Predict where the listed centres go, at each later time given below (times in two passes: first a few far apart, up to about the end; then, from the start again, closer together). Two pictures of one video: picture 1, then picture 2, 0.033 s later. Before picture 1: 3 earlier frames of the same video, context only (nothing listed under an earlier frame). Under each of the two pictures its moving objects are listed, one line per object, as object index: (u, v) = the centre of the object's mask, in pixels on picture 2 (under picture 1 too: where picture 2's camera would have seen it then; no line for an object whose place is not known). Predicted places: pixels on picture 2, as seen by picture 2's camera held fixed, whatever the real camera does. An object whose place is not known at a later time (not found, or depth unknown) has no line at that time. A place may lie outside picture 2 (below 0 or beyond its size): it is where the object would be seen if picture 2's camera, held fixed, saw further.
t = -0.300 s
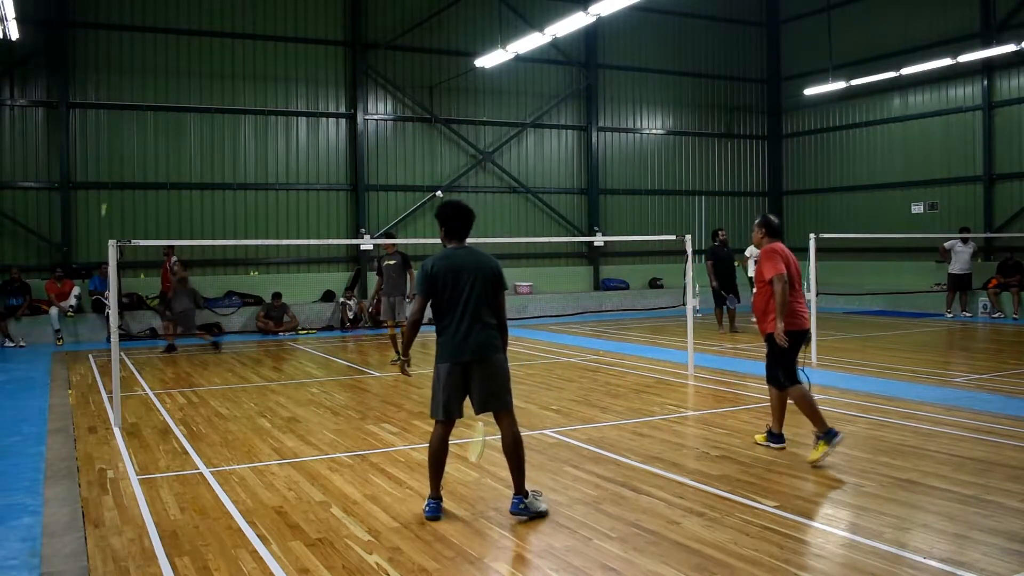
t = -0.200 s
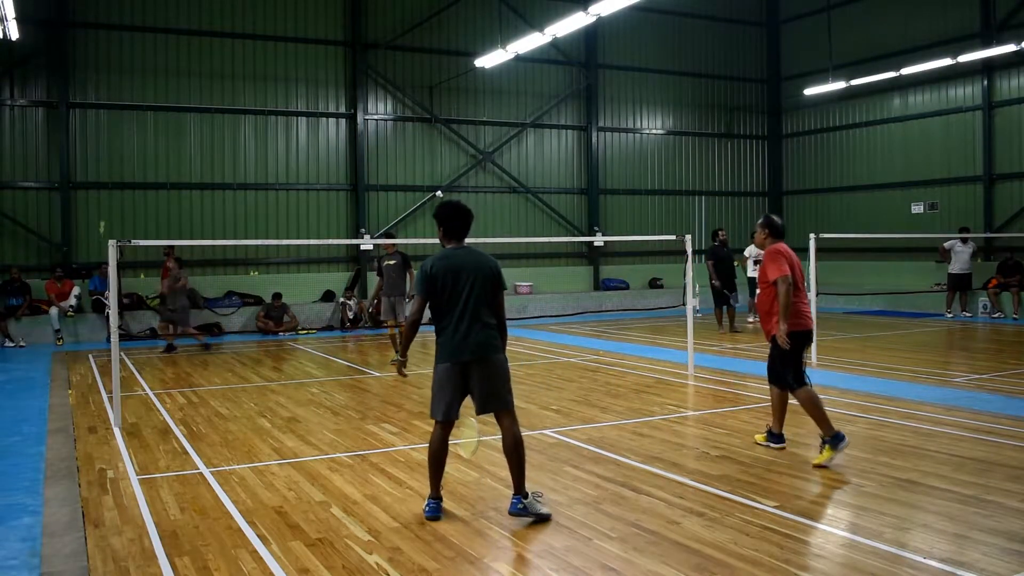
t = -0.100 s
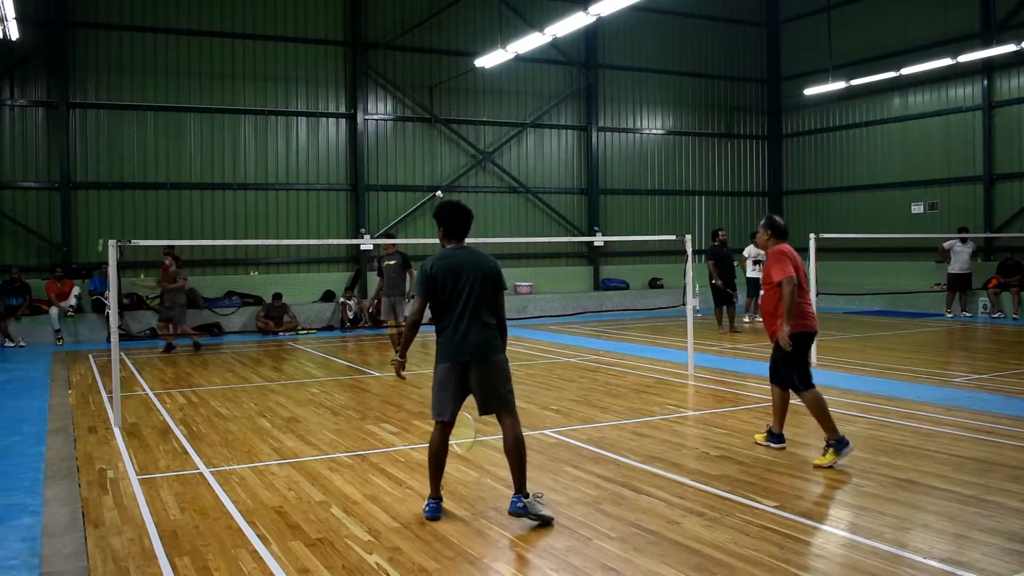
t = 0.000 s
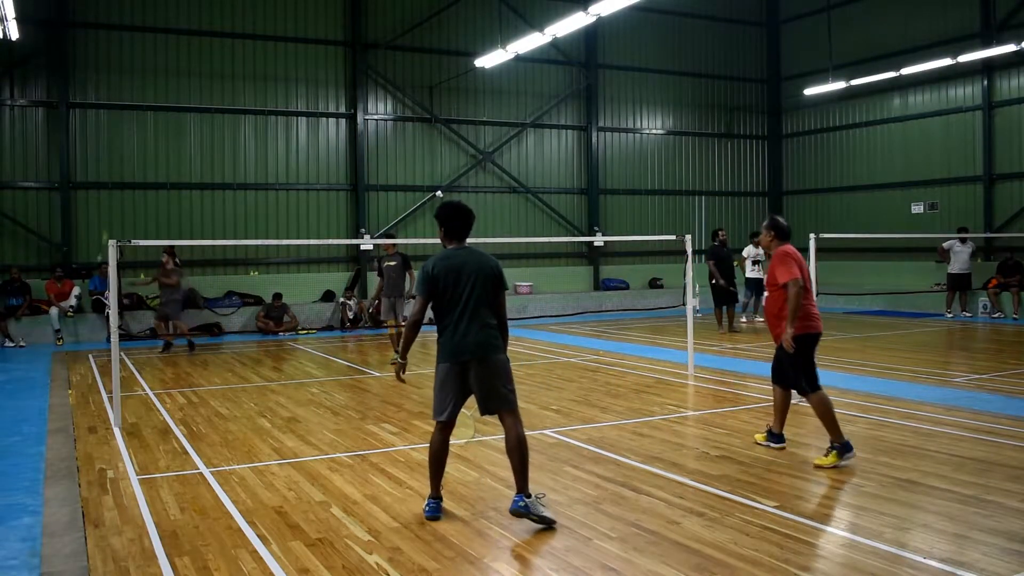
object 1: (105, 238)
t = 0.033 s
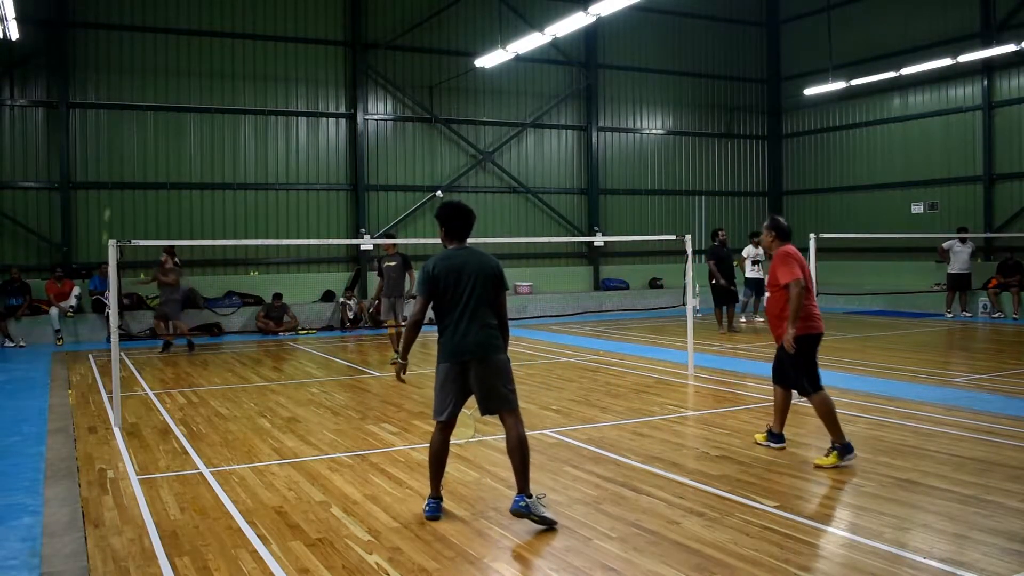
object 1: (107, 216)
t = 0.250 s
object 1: (140, 121)
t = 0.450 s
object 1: (168, 45)
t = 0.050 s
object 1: (107, 215)
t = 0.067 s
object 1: (111, 207)
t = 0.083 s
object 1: (115, 200)
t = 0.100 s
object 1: (117, 192)
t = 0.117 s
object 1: (119, 182)
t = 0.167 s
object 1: (127, 158)
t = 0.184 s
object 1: (129, 151)
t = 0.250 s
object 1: (140, 121)
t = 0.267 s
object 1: (142, 114)
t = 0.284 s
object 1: (144, 107)
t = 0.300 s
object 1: (147, 99)
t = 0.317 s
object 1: (149, 94)
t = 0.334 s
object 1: (151, 88)
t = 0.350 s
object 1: (154, 81)
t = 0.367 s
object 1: (157, 74)
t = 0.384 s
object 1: (159, 69)
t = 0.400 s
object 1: (161, 62)
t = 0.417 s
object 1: (163, 56)
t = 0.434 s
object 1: (165, 51)
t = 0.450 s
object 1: (168, 45)
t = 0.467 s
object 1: (170, 39)
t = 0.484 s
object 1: (173, 33)
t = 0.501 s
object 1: (175, 28)
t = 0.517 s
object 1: (177, 23)
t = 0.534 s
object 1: (179, 17)
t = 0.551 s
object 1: (182, 12)
